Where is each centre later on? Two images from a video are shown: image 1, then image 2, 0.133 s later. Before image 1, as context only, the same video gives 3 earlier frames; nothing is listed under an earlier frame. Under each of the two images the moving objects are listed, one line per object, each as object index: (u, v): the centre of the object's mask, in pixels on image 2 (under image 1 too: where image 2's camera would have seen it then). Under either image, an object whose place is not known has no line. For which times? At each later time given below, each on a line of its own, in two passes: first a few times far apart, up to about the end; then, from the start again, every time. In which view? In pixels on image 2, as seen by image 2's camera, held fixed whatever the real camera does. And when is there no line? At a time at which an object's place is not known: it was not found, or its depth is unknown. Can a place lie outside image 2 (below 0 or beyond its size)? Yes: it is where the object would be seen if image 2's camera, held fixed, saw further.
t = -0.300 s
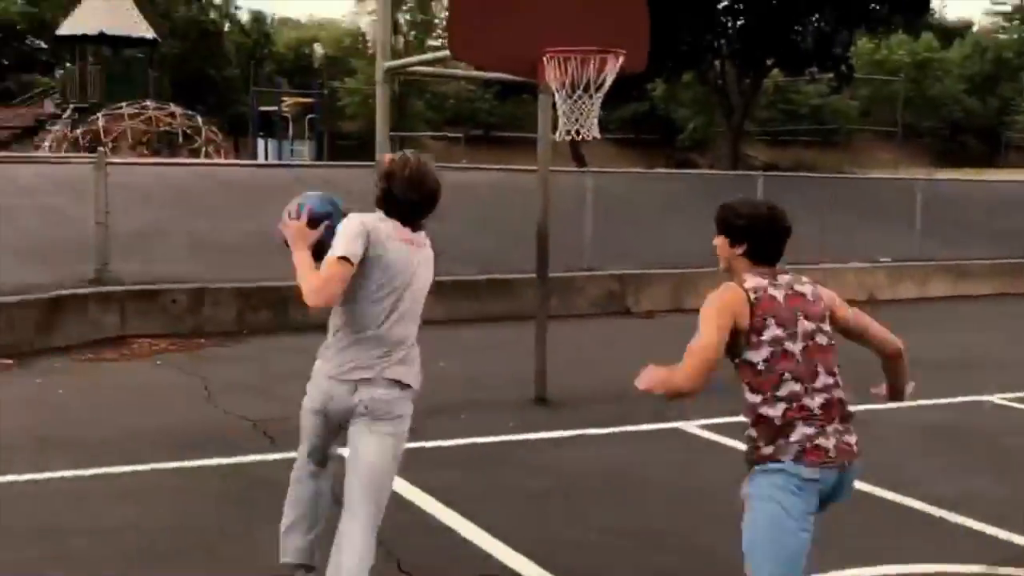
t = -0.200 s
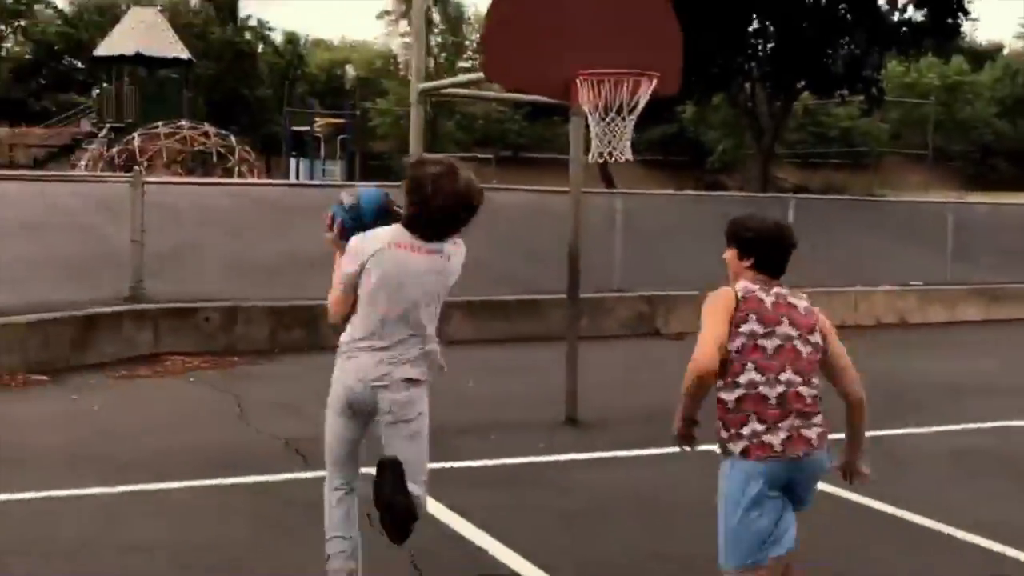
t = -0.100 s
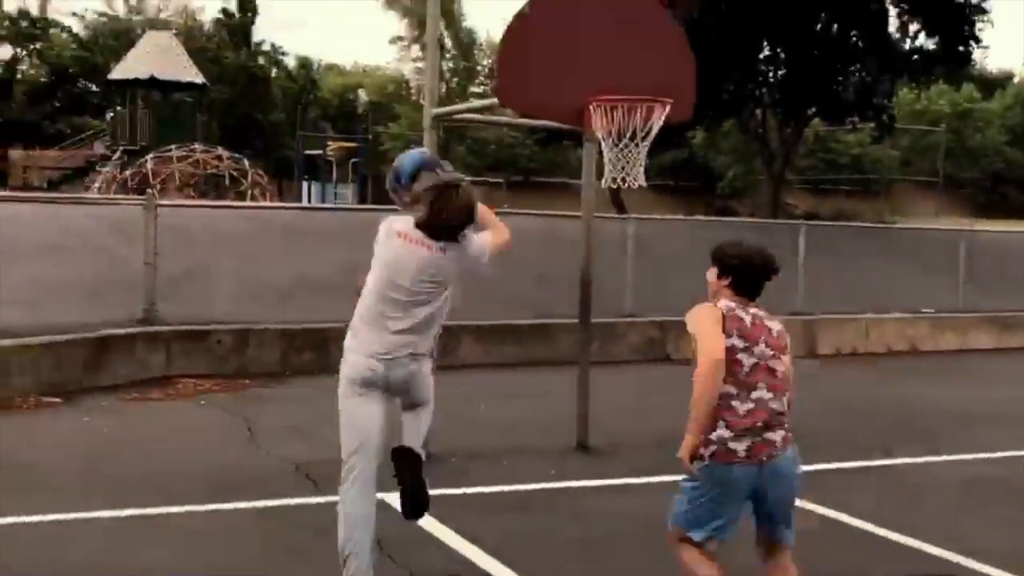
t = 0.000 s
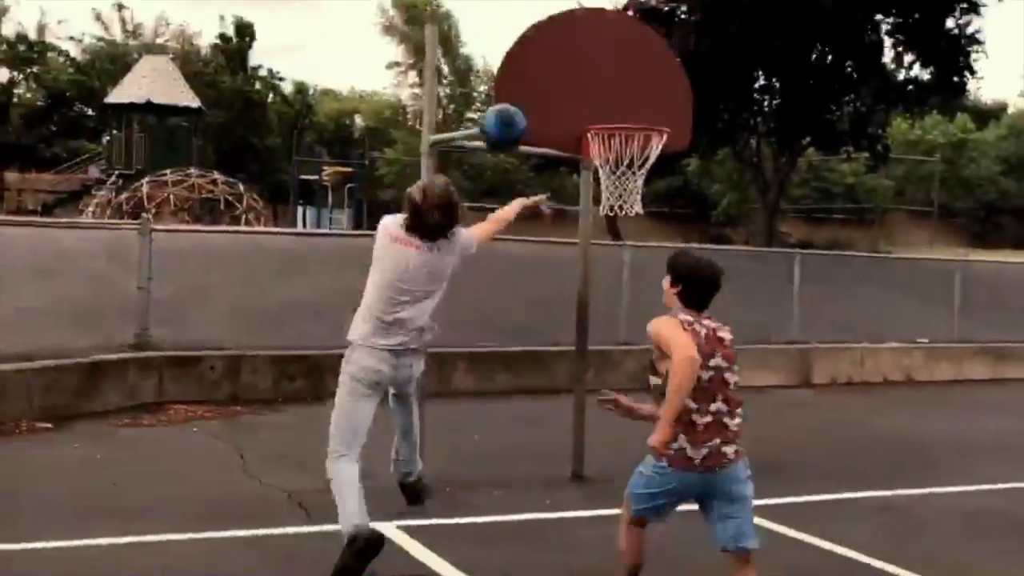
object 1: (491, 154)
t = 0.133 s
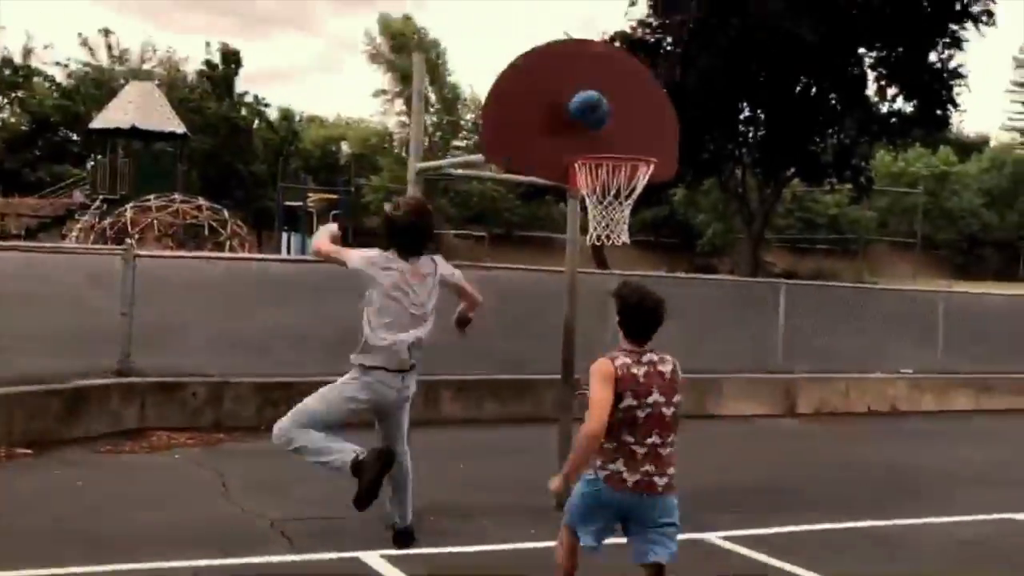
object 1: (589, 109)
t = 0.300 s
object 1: (766, 85)
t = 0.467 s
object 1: (968, 109)
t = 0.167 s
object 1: (616, 100)
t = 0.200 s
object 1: (652, 92)
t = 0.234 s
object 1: (689, 90)
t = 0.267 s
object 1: (728, 84)
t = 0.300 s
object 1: (766, 85)
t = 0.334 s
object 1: (804, 85)
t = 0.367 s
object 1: (844, 90)
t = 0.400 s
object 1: (884, 94)
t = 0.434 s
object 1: (925, 101)
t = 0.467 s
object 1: (968, 109)
